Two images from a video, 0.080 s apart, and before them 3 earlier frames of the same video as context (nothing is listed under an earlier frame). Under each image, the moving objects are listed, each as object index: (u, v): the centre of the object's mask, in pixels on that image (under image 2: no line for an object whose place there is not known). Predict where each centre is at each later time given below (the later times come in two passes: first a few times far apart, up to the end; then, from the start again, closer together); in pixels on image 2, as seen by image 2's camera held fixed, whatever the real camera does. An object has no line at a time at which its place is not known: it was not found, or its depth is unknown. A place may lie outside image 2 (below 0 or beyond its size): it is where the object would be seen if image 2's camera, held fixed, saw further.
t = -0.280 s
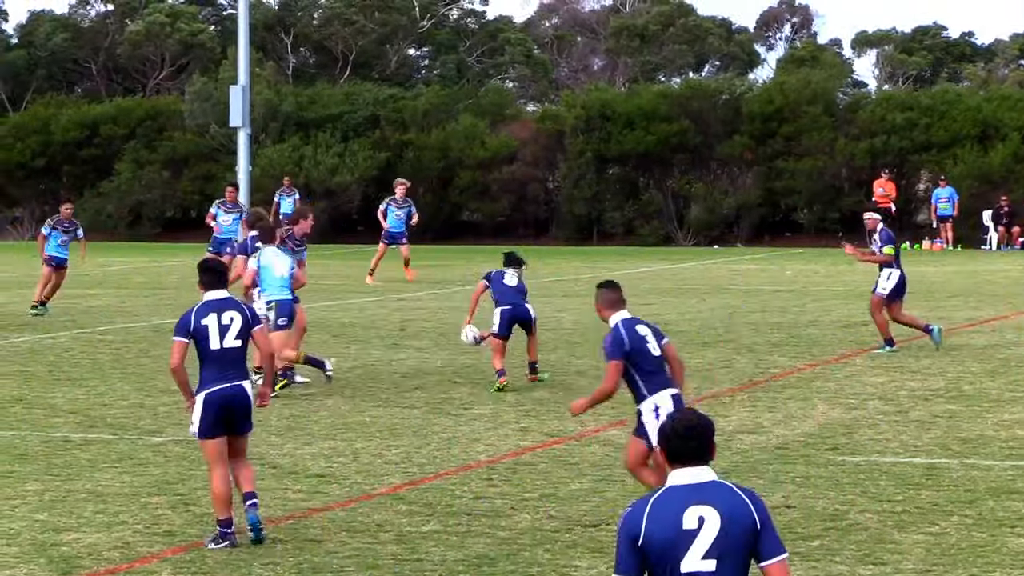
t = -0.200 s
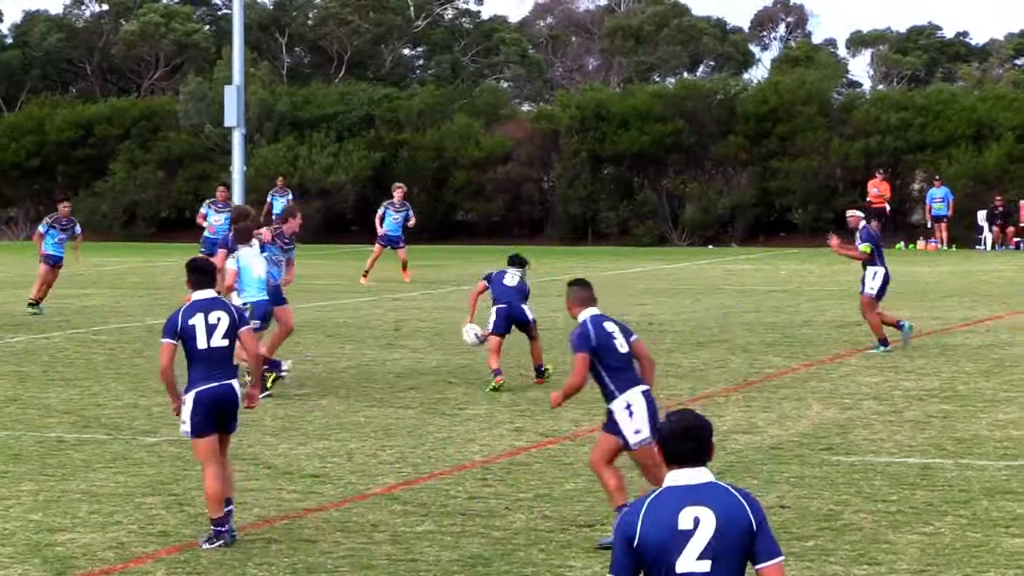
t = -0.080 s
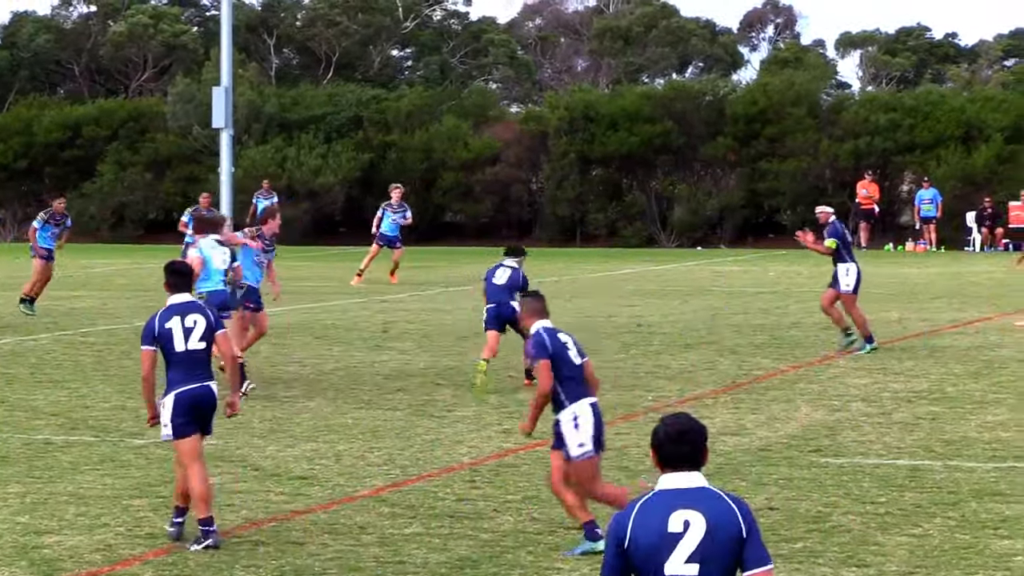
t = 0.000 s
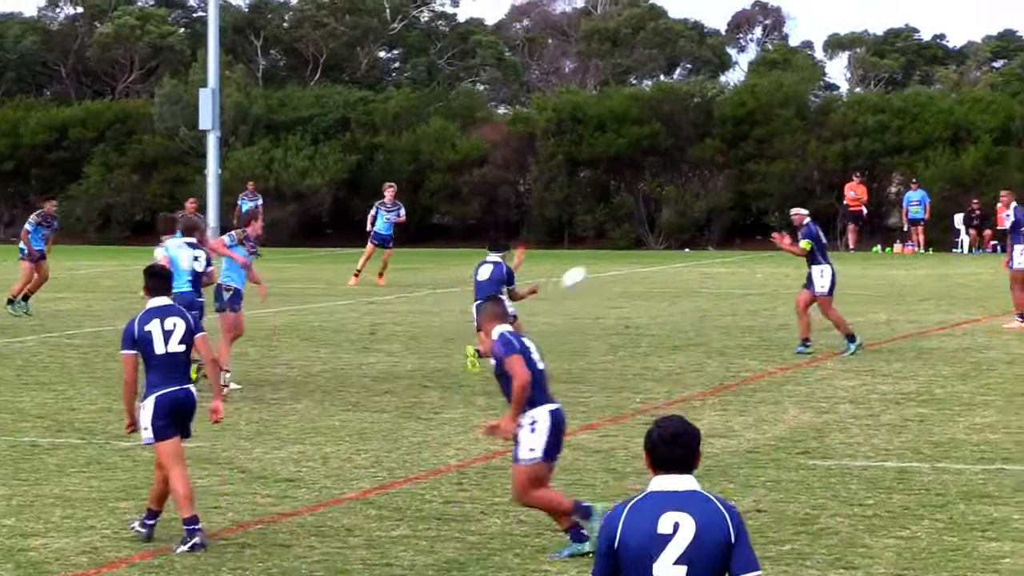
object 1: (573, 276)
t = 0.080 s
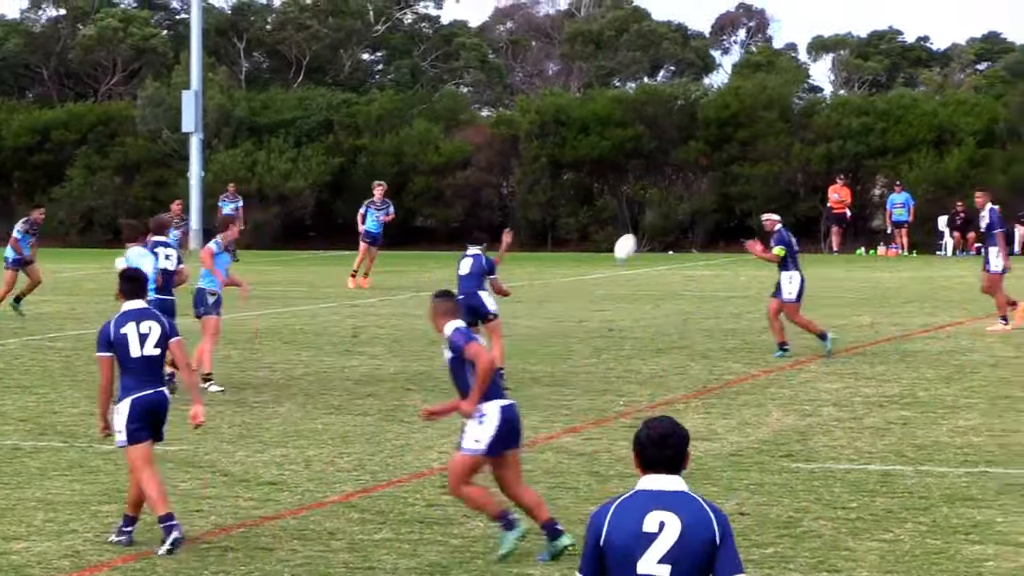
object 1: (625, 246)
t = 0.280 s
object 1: (782, 190)
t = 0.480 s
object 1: (926, 169)
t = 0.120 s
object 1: (657, 233)
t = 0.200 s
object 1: (720, 208)
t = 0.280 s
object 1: (782, 190)
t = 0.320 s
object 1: (812, 184)
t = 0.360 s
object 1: (841, 177)
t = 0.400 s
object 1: (871, 173)
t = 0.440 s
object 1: (898, 171)
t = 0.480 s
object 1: (926, 169)
